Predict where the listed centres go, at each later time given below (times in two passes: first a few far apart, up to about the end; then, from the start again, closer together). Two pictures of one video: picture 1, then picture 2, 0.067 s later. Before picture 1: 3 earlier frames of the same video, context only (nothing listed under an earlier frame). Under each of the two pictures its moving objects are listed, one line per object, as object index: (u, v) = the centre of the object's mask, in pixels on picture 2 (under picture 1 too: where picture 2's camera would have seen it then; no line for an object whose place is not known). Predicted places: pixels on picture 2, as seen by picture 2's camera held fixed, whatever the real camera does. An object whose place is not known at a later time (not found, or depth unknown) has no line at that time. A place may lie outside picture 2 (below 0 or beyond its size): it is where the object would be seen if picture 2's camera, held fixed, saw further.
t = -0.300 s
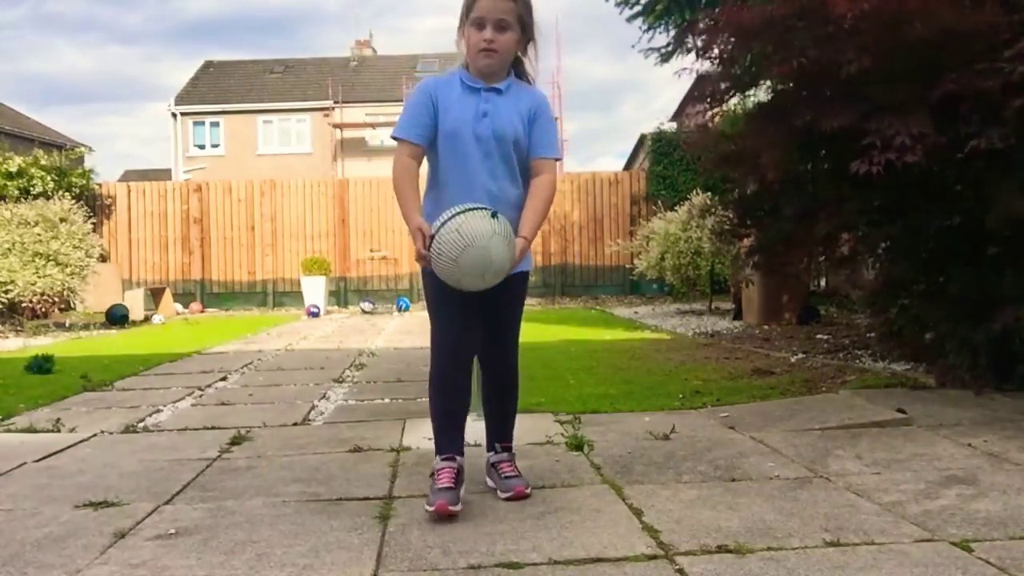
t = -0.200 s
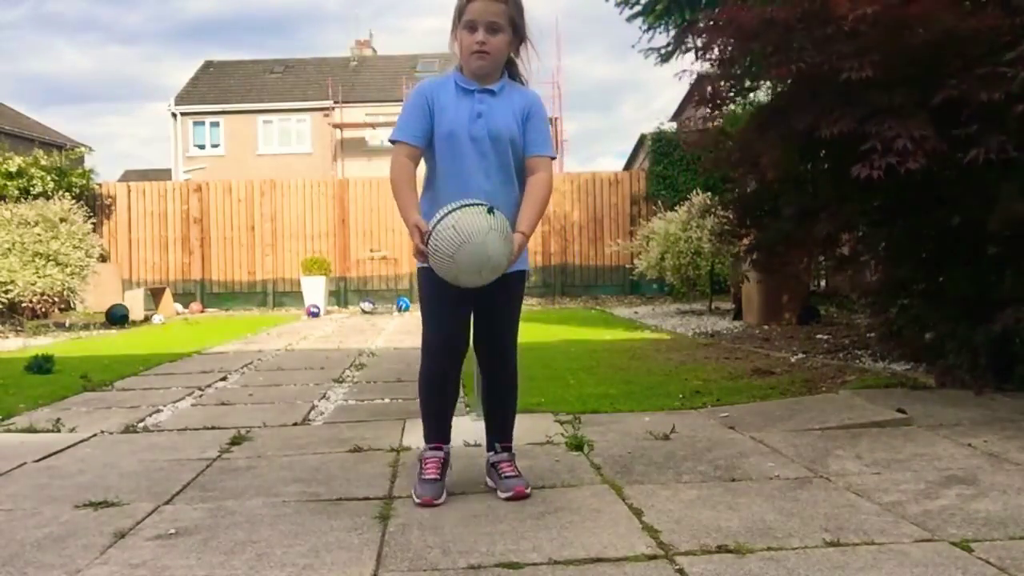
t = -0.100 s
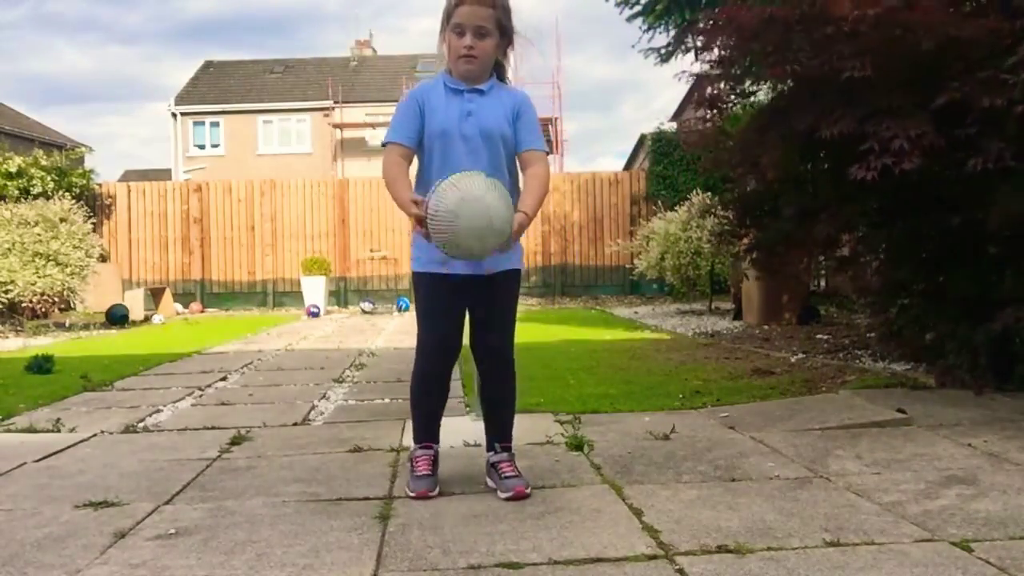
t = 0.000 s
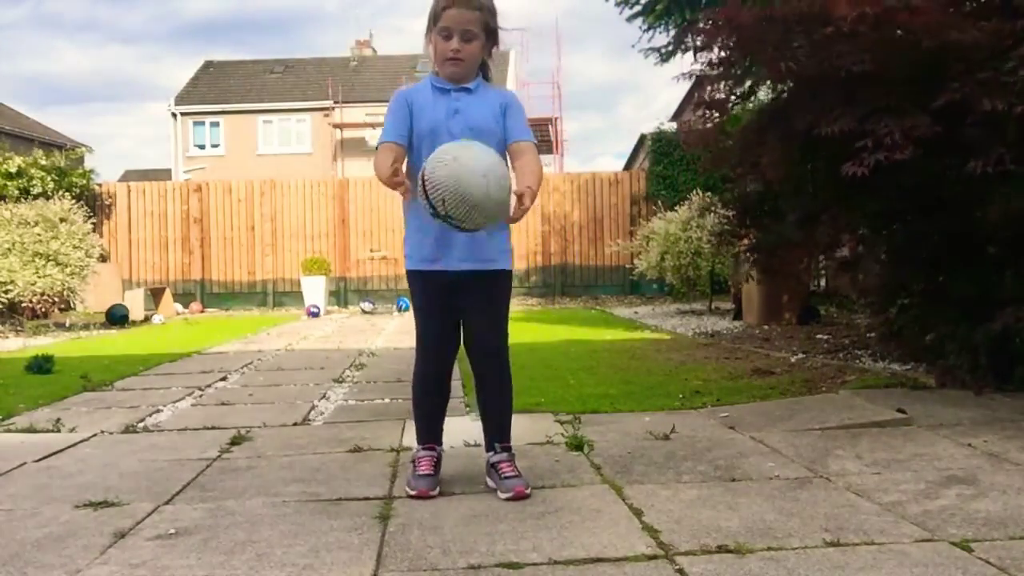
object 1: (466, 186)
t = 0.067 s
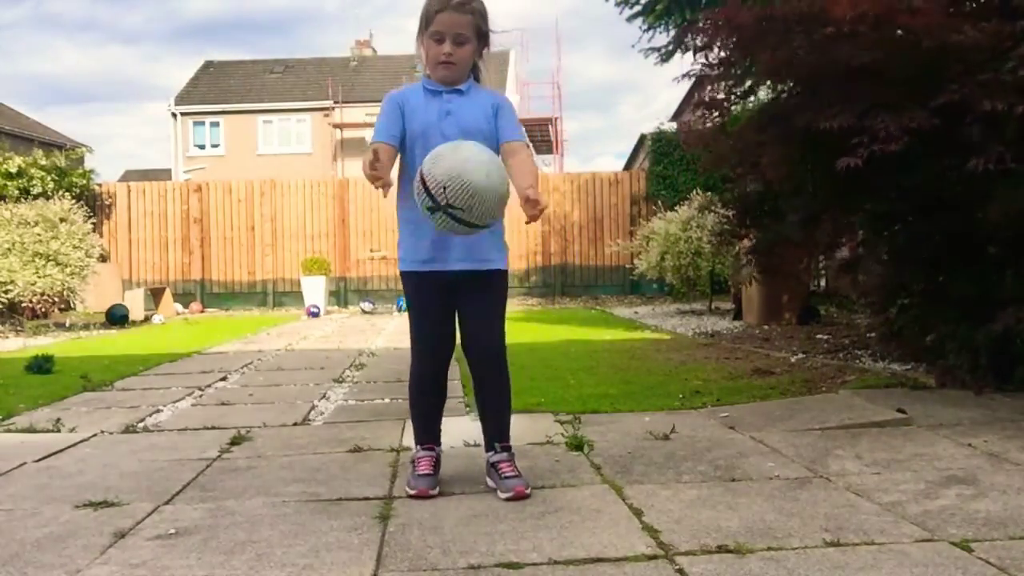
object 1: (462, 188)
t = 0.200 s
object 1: (458, 249)
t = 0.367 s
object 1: (455, 441)
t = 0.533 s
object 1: (444, 390)
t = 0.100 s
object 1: (461, 196)
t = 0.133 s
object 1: (459, 209)
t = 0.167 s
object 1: (459, 226)
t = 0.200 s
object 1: (458, 249)
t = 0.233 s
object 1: (457, 277)
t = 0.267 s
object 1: (456, 310)
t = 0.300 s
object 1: (456, 348)
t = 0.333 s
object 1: (455, 391)
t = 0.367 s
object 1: (455, 441)
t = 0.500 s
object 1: (447, 422)
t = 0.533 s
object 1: (444, 390)
